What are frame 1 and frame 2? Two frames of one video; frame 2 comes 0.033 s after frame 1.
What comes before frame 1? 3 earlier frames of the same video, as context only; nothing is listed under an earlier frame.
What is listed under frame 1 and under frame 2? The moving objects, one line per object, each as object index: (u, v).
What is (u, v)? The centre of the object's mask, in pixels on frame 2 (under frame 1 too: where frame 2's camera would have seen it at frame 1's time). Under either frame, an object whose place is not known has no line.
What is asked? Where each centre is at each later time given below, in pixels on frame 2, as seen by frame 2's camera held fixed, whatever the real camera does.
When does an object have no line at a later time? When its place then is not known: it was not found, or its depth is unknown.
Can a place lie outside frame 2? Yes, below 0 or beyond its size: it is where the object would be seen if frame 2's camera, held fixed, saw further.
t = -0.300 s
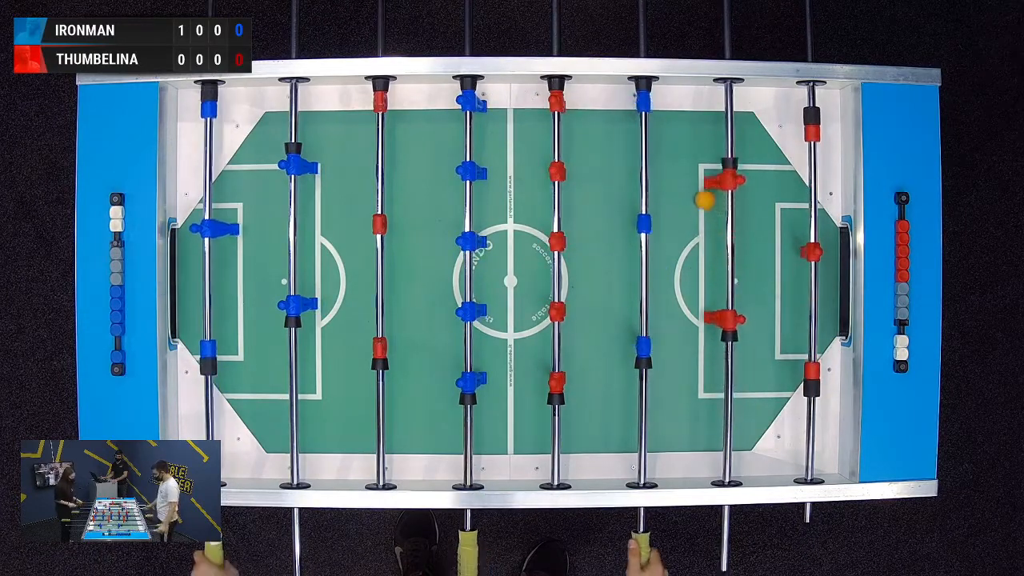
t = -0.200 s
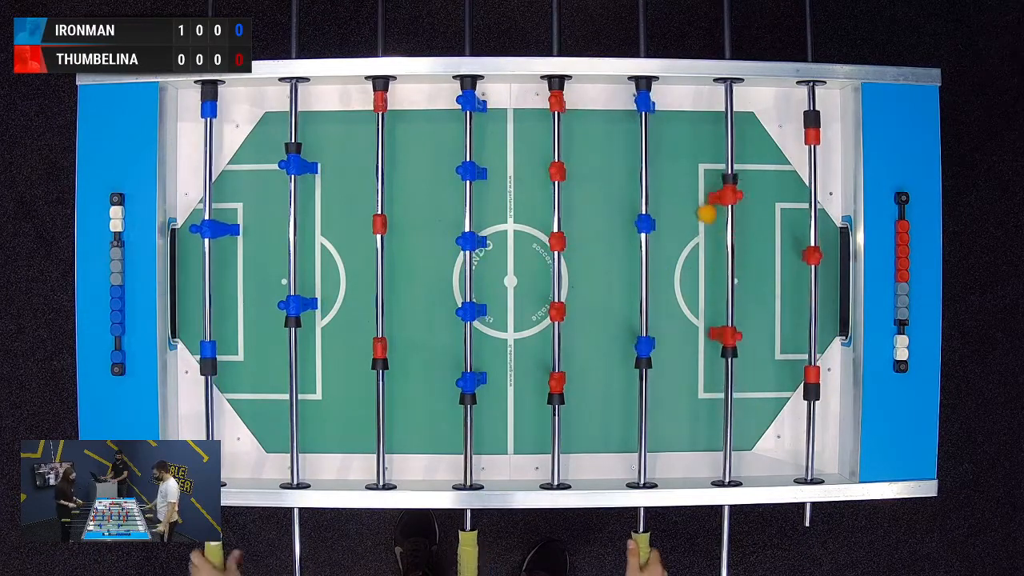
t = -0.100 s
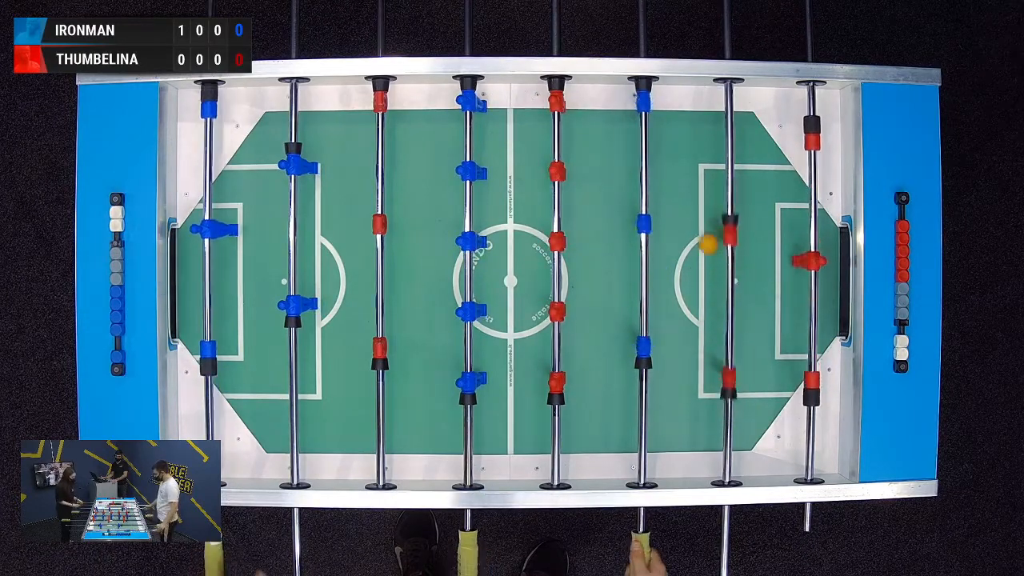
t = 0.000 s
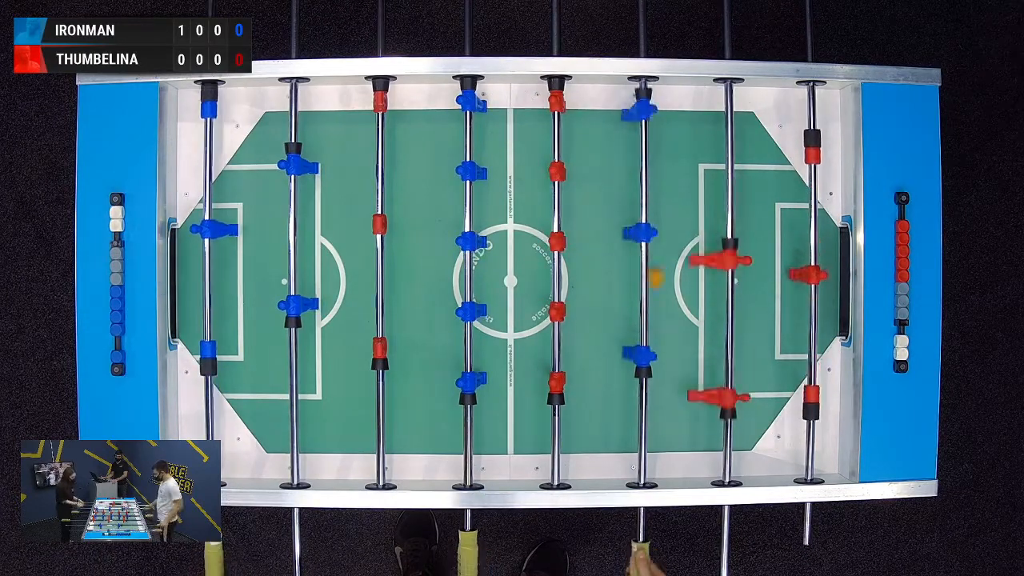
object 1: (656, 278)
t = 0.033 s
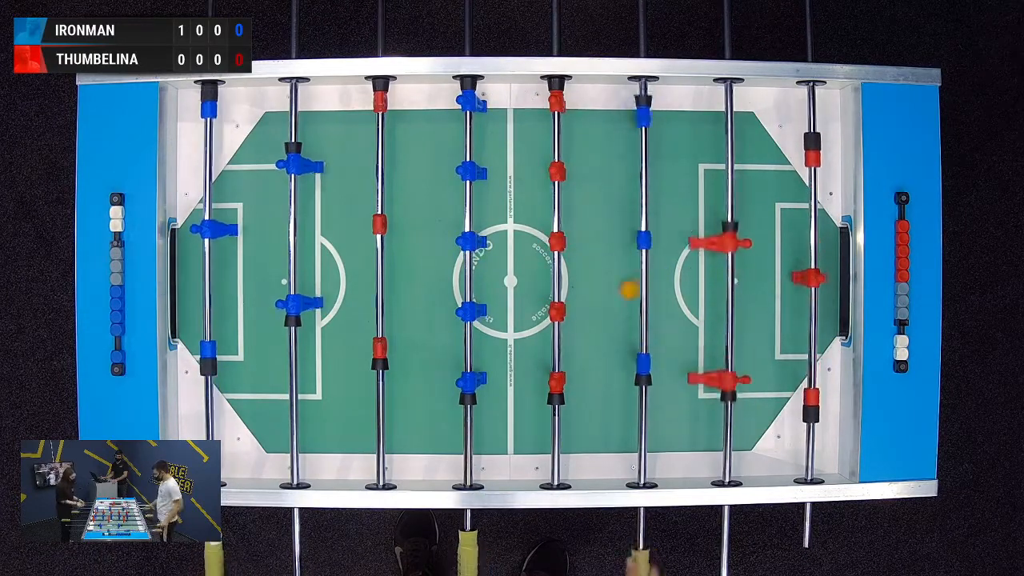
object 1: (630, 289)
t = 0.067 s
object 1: (606, 300)
